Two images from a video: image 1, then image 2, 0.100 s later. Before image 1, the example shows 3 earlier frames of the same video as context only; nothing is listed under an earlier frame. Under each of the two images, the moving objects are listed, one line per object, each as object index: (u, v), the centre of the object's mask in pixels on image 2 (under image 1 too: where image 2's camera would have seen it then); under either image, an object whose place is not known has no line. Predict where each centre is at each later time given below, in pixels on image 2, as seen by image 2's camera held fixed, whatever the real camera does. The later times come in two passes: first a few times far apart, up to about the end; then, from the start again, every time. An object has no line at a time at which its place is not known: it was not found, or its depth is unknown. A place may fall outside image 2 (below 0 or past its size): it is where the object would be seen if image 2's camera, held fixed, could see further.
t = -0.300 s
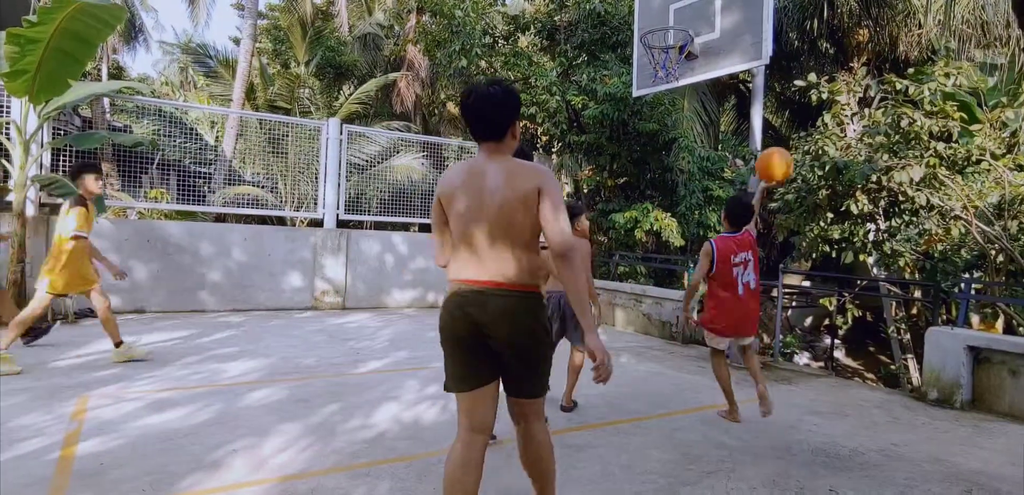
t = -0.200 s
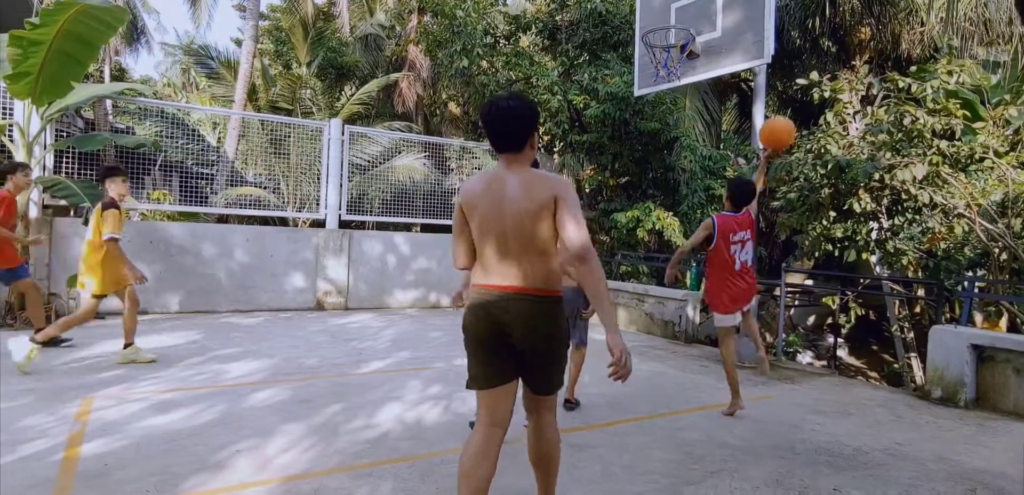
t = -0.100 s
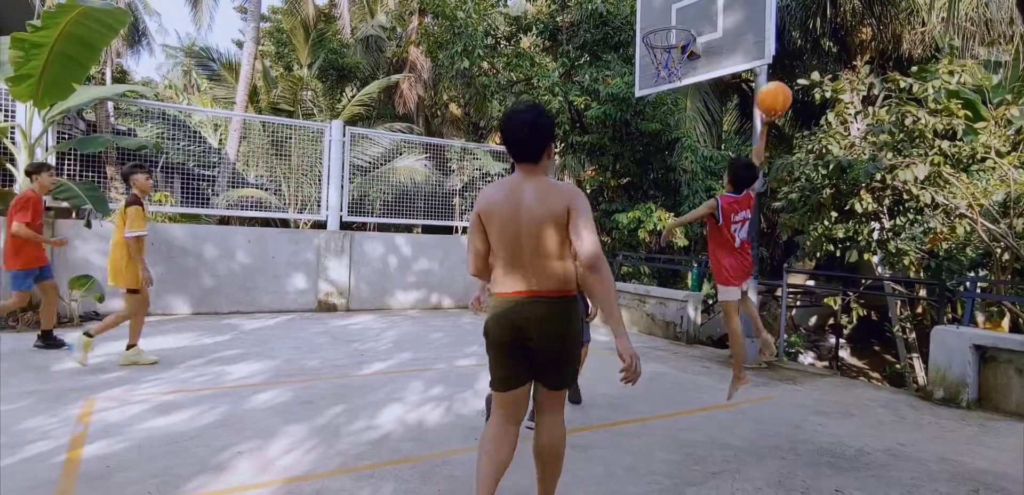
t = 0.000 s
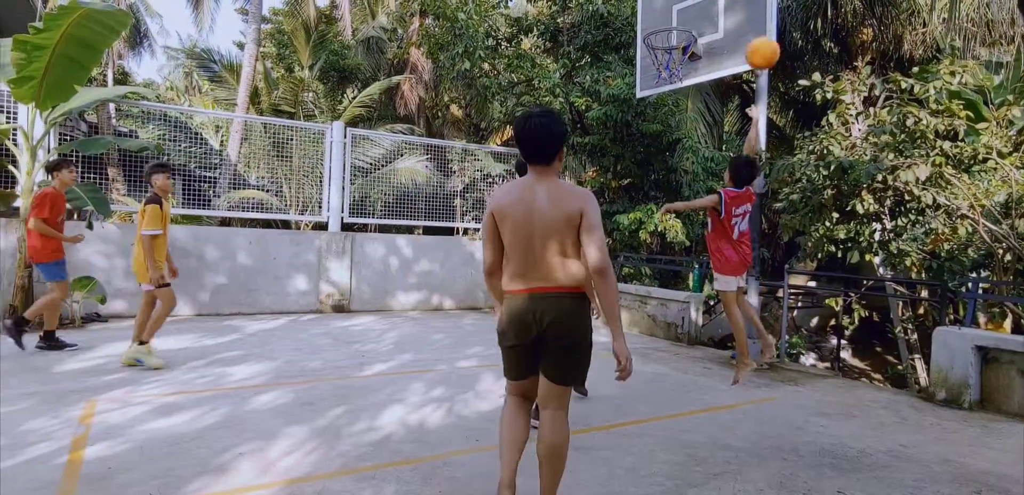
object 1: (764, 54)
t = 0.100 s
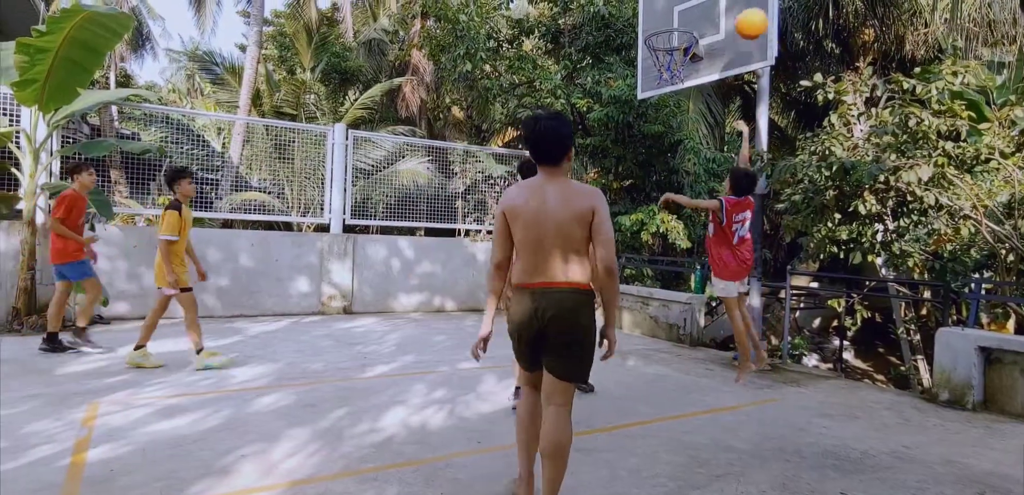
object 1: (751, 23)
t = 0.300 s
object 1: (723, 9)
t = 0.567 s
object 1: (662, 46)
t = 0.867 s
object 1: (682, 125)
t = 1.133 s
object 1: (695, 264)
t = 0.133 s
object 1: (748, 17)
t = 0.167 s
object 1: (744, 13)
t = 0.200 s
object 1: (740, 11)
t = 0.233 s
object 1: (736, 10)
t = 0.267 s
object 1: (731, 9)
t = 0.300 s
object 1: (723, 9)
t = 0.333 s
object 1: (715, 10)
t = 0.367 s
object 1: (706, 11)
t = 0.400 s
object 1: (697, 13)
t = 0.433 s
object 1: (690, 15)
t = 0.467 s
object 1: (683, 19)
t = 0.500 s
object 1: (674, 28)
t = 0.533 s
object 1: (665, 38)
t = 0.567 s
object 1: (662, 46)
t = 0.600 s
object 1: (666, 53)
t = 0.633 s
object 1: (667, 61)
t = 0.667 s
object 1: (670, 69)
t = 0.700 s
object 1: (672, 76)
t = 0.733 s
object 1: (675, 83)
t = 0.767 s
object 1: (677, 92)
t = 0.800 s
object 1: (679, 101)
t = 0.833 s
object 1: (681, 112)
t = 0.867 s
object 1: (682, 125)
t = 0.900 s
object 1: (684, 138)
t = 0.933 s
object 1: (686, 153)
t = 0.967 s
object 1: (688, 169)
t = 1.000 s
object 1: (689, 184)
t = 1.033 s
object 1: (691, 203)
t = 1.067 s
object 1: (693, 222)
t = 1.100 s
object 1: (694, 242)
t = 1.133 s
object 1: (695, 264)
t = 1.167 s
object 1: (696, 285)
